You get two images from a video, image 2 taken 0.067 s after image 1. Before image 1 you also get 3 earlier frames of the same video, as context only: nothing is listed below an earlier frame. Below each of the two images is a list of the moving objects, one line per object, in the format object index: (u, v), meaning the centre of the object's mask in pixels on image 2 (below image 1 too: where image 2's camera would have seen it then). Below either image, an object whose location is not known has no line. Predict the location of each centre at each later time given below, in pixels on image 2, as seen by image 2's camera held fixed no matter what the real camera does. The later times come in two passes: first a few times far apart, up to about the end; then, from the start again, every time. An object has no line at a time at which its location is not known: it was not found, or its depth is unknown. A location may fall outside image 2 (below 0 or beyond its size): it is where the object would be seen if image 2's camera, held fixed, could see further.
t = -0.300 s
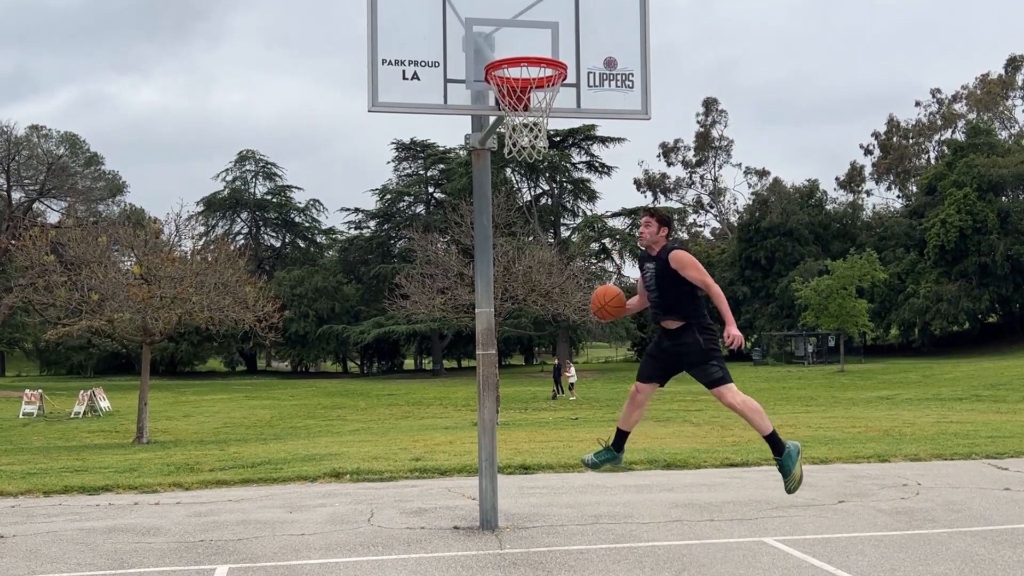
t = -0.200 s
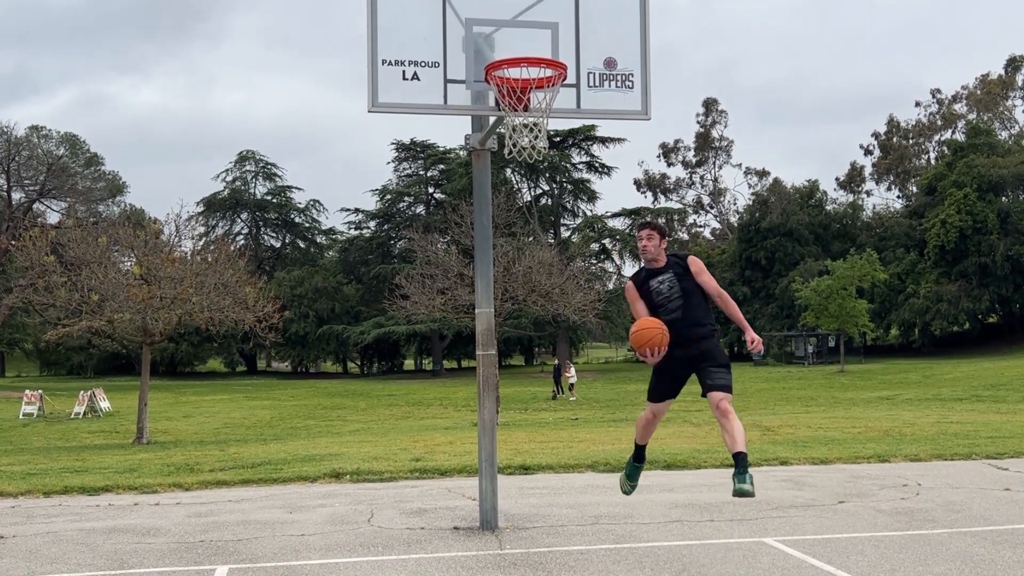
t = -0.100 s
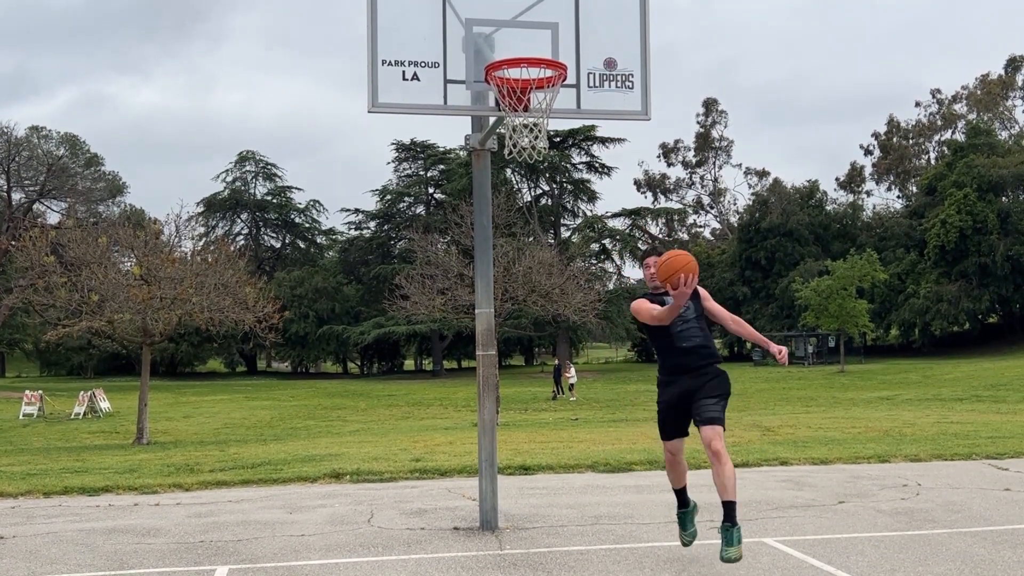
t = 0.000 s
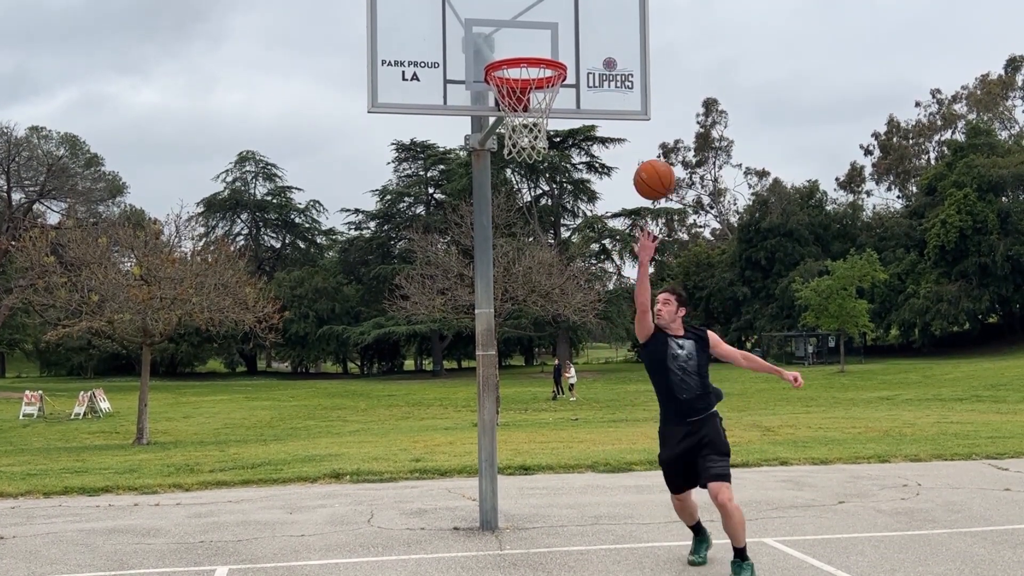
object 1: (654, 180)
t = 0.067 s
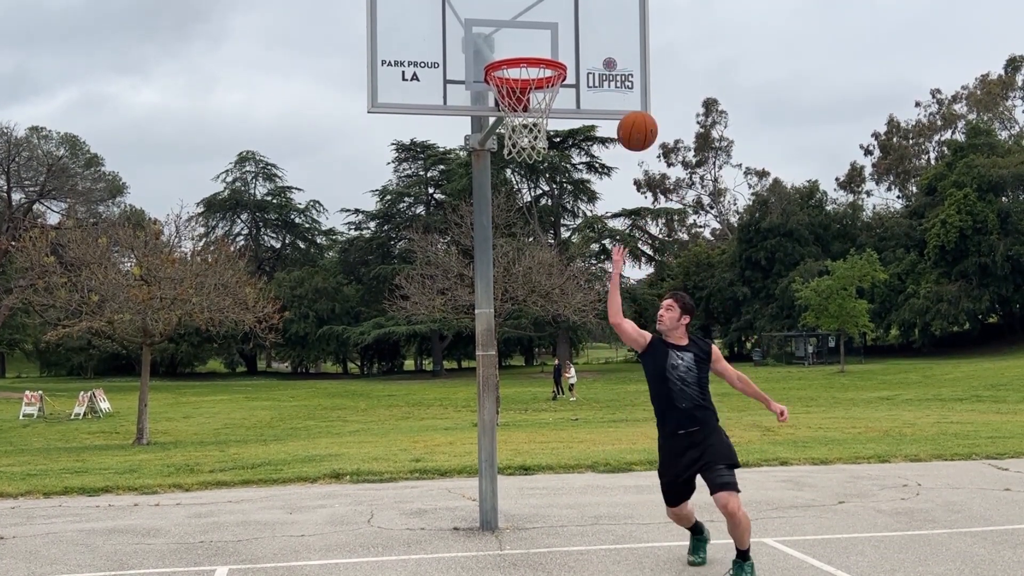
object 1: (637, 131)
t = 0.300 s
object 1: (583, 25)
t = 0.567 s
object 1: (555, 44)
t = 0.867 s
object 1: (517, 45)
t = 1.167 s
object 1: (521, 89)
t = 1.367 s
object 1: (503, 122)
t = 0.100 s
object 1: (629, 110)
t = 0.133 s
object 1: (621, 91)
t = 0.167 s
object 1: (613, 74)
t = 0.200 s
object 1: (605, 59)
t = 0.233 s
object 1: (598, 46)
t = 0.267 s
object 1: (590, 35)
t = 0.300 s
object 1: (583, 25)
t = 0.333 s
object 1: (577, 19)
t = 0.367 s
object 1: (574, 18)
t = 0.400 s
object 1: (571, 18)
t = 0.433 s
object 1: (567, 20)
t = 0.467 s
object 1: (565, 24)
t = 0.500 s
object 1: (561, 29)
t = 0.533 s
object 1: (558, 37)
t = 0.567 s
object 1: (555, 44)
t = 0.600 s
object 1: (553, 49)
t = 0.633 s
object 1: (545, 46)
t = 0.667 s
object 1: (537, 45)
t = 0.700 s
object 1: (528, 44)
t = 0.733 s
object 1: (520, 45)
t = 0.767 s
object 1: (512, 47)
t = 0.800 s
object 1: (507, 49)
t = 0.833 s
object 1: (512, 46)
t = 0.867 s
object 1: (517, 45)
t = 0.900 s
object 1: (522, 45)
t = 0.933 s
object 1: (527, 46)
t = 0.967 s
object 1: (531, 52)
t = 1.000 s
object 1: (536, 57)
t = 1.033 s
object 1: (540, 71)
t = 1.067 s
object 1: (537, 74)
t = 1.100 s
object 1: (530, 80)
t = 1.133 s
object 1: (526, 82)
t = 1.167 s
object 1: (521, 89)
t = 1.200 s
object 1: (514, 97)
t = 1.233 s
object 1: (510, 106)
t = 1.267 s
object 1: (507, 110)
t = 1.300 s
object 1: (505, 114)
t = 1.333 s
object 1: (504, 117)
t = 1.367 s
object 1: (503, 122)
